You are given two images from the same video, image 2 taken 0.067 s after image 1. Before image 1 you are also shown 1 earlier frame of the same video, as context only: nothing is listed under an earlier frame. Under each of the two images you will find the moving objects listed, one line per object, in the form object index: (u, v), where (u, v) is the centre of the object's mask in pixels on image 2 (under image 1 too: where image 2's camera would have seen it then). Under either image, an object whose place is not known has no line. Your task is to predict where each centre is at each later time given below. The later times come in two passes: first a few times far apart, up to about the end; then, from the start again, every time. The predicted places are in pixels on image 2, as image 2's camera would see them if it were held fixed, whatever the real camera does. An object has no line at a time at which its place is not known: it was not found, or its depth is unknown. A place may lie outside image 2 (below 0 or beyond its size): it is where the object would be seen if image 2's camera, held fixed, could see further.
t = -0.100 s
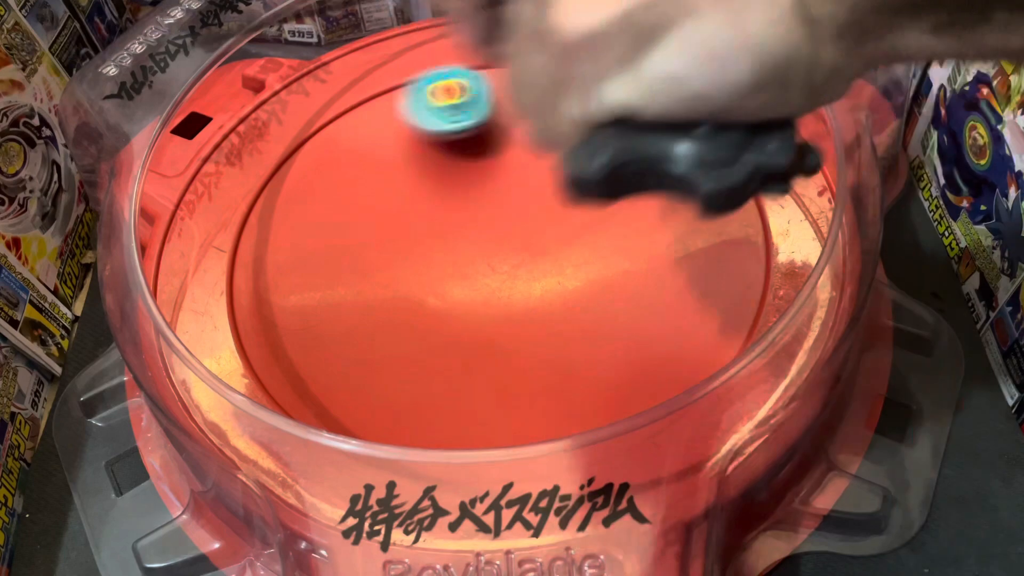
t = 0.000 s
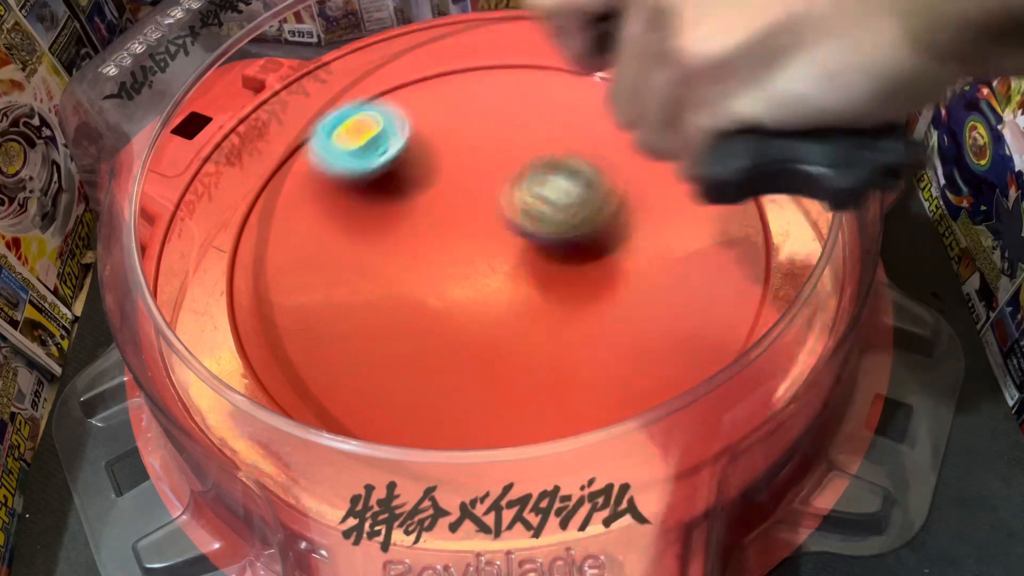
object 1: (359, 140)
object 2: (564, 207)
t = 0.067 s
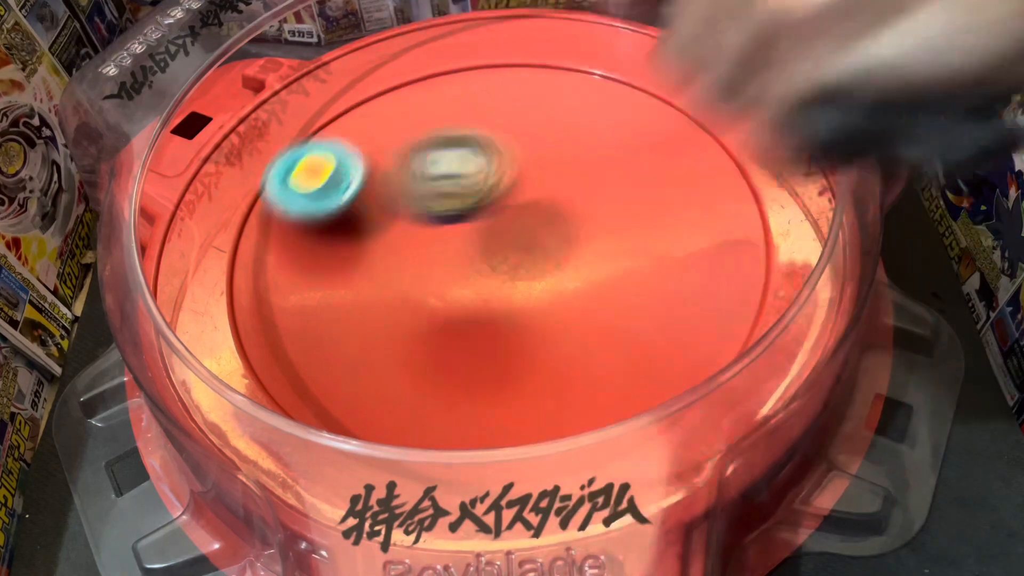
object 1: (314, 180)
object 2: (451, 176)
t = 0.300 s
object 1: (268, 178)
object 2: (408, 421)
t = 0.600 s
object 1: (422, 272)
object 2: (647, 232)
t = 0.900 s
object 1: (602, 219)
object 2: (519, 110)
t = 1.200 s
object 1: (592, 168)
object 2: (474, 128)
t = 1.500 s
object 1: (637, 108)
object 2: (309, 252)
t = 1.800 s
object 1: (492, 183)
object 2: (430, 272)
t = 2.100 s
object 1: (528, 275)
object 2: (461, 353)
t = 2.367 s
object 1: (638, 264)
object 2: (350, 297)
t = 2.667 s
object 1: (540, 214)
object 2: (353, 181)
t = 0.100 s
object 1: (299, 205)
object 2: (400, 188)
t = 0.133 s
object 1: (273, 240)
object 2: (346, 220)
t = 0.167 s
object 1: (275, 219)
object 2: (315, 285)
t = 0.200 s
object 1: (265, 206)
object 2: (307, 363)
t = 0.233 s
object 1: (258, 193)
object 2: (316, 407)
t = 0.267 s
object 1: (261, 182)
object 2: (358, 413)
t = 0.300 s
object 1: (268, 178)
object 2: (408, 421)
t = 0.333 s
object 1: (279, 178)
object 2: (459, 420)
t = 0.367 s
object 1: (292, 182)
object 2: (507, 413)
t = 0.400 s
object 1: (308, 190)
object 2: (552, 398)
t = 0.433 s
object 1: (323, 202)
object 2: (585, 379)
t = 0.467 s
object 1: (340, 216)
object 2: (614, 353)
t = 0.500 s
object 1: (357, 230)
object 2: (634, 319)
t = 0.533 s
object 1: (376, 247)
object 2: (645, 289)
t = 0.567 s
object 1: (398, 262)
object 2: (649, 259)
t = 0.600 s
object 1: (422, 272)
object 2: (647, 232)
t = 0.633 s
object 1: (448, 278)
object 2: (640, 207)
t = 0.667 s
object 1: (475, 279)
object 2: (629, 186)
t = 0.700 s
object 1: (500, 274)
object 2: (615, 169)
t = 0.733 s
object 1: (524, 265)
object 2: (600, 155)
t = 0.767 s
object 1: (545, 252)
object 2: (585, 146)
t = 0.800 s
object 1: (563, 236)
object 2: (569, 142)
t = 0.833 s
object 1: (575, 217)
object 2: (555, 137)
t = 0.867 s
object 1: (589, 213)
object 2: (538, 129)
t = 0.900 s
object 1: (602, 219)
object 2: (519, 110)
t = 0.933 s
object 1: (611, 221)
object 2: (502, 95)
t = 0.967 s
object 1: (617, 222)
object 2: (488, 86)
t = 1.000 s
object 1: (619, 220)
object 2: (477, 80)
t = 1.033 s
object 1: (619, 215)
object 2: (470, 79)
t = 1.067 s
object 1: (617, 209)
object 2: (465, 83)
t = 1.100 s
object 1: (613, 200)
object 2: (464, 90)
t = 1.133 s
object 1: (608, 191)
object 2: (465, 100)
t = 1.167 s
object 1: (601, 180)
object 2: (469, 114)
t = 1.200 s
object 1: (592, 168)
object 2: (474, 128)
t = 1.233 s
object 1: (581, 156)
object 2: (480, 144)
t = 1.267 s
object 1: (603, 145)
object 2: (455, 159)
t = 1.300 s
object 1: (630, 135)
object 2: (423, 173)
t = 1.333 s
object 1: (649, 125)
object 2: (392, 189)
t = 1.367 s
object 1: (660, 118)
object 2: (366, 203)
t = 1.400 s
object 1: (663, 114)
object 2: (346, 217)
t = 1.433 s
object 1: (660, 111)
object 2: (328, 229)
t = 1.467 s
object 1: (650, 109)
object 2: (316, 241)
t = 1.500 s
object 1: (637, 108)
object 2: (309, 252)
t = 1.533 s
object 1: (620, 108)
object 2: (308, 262)
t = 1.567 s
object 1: (601, 110)
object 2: (312, 268)
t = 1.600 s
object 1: (581, 112)
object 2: (320, 272)
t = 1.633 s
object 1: (558, 119)
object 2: (335, 274)
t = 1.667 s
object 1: (538, 130)
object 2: (353, 275)
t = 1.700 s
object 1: (519, 145)
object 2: (374, 272)
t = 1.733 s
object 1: (503, 162)
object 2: (397, 266)
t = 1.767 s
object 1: (492, 182)
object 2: (423, 258)
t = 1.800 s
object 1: (492, 183)
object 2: (430, 272)
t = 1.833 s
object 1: (498, 180)
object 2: (435, 299)
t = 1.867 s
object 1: (502, 181)
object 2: (440, 321)
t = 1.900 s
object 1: (505, 187)
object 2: (446, 336)
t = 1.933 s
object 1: (505, 197)
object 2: (451, 349)
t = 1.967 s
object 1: (505, 212)
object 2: (456, 357)
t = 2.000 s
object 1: (506, 229)
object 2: (461, 362)
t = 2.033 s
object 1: (509, 248)
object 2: (464, 362)
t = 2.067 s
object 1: (515, 265)
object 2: (465, 358)
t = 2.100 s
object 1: (528, 275)
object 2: (461, 353)
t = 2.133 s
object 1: (543, 276)
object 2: (446, 361)
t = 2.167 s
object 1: (559, 274)
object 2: (431, 364)
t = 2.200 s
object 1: (575, 274)
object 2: (415, 362)
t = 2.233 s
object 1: (588, 274)
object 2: (399, 356)
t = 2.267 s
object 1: (602, 274)
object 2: (384, 345)
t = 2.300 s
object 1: (615, 272)
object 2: (371, 331)
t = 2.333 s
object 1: (627, 269)
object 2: (360, 315)
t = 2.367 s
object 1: (638, 264)
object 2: (350, 297)
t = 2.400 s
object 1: (647, 257)
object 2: (342, 280)
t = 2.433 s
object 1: (652, 247)
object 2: (336, 264)
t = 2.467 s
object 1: (652, 236)
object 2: (333, 250)
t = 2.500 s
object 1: (644, 225)
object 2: (332, 235)
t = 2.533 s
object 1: (629, 216)
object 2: (333, 223)
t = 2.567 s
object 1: (610, 211)
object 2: (336, 210)
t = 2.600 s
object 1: (587, 209)
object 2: (340, 199)
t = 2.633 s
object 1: (563, 210)
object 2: (346, 189)
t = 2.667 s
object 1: (540, 214)
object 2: (353, 181)
